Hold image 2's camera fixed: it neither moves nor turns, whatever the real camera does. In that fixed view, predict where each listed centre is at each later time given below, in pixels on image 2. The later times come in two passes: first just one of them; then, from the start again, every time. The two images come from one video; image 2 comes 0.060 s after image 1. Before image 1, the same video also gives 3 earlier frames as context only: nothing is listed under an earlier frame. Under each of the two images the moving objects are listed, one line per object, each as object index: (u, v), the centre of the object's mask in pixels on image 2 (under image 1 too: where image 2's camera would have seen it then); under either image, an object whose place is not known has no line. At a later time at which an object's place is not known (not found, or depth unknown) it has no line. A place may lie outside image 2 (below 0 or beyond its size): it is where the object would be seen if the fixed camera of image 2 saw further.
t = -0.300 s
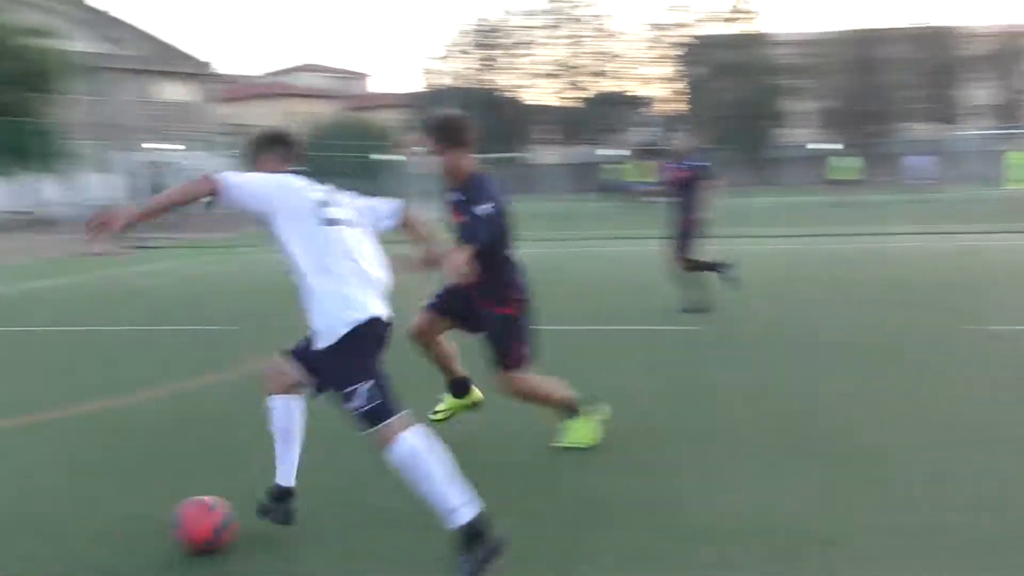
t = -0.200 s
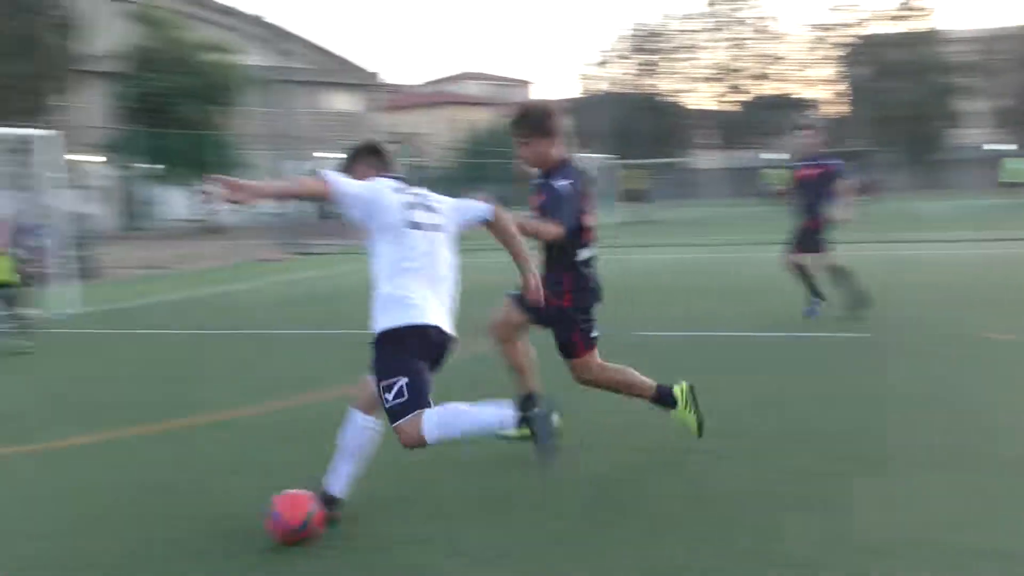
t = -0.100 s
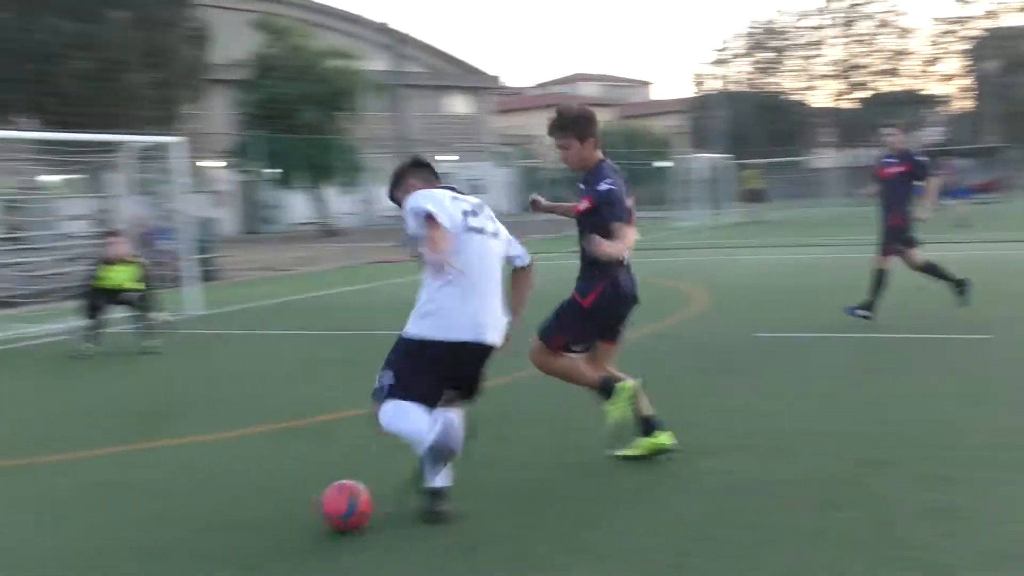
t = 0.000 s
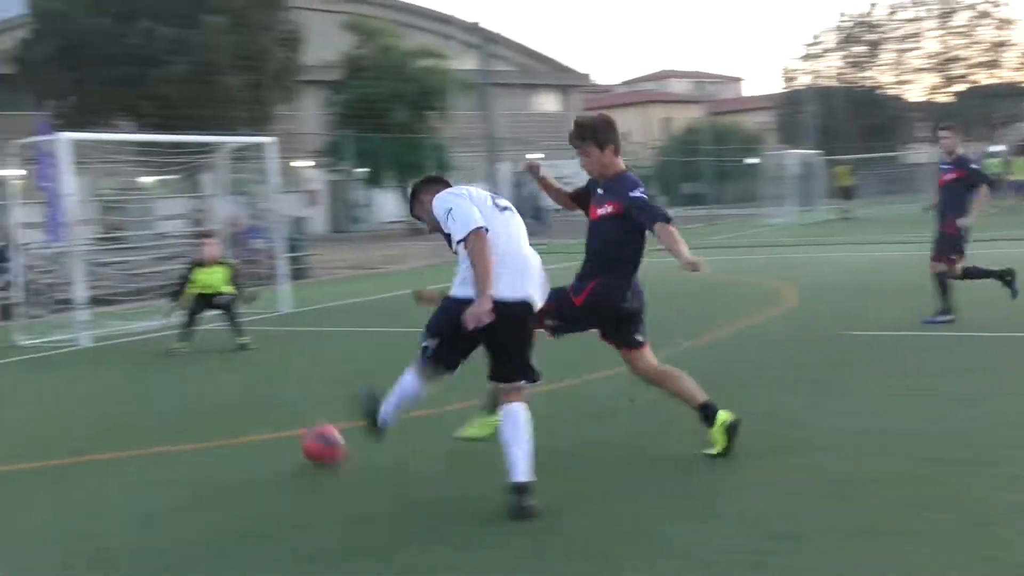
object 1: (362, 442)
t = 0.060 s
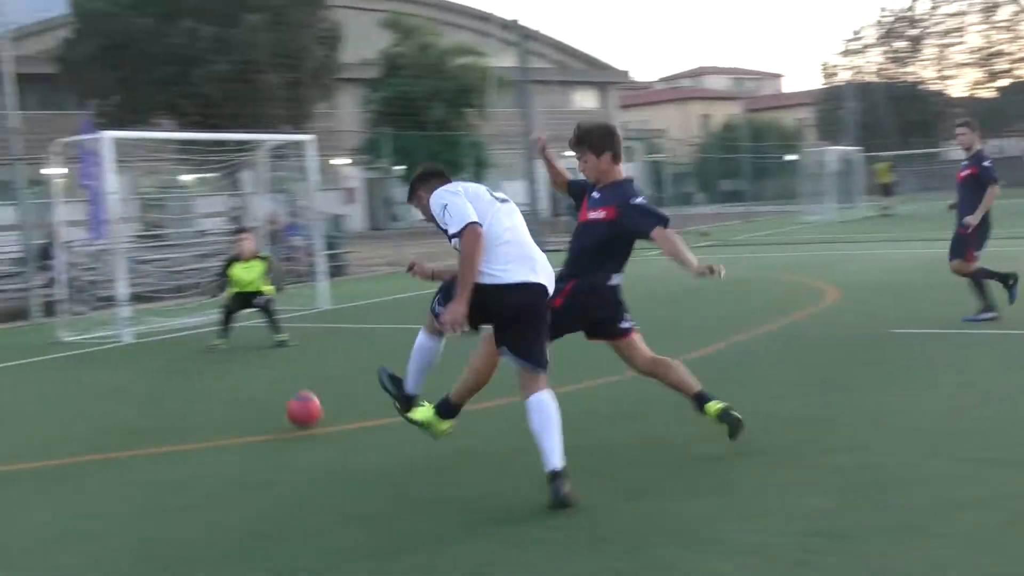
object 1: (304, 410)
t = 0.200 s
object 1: (226, 368)
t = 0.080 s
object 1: (290, 402)
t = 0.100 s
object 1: (275, 395)
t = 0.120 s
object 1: (263, 390)
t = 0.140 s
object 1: (253, 383)
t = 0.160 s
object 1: (243, 378)
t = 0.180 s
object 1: (234, 373)
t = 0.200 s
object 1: (226, 368)
